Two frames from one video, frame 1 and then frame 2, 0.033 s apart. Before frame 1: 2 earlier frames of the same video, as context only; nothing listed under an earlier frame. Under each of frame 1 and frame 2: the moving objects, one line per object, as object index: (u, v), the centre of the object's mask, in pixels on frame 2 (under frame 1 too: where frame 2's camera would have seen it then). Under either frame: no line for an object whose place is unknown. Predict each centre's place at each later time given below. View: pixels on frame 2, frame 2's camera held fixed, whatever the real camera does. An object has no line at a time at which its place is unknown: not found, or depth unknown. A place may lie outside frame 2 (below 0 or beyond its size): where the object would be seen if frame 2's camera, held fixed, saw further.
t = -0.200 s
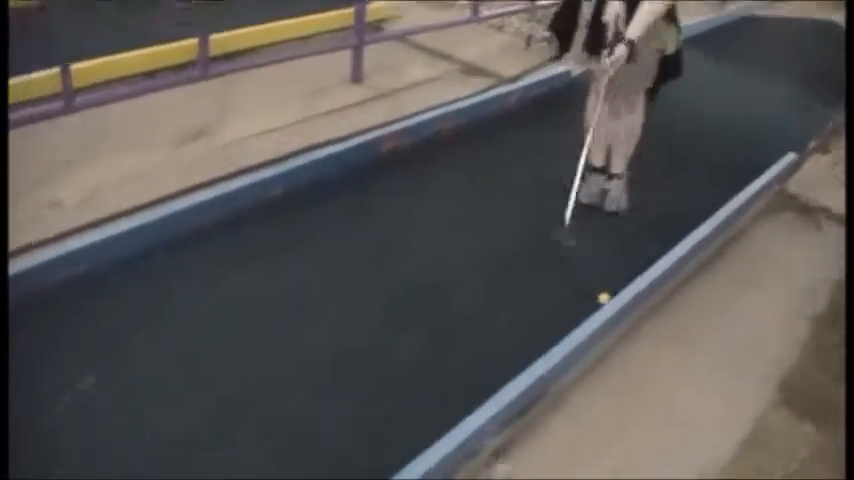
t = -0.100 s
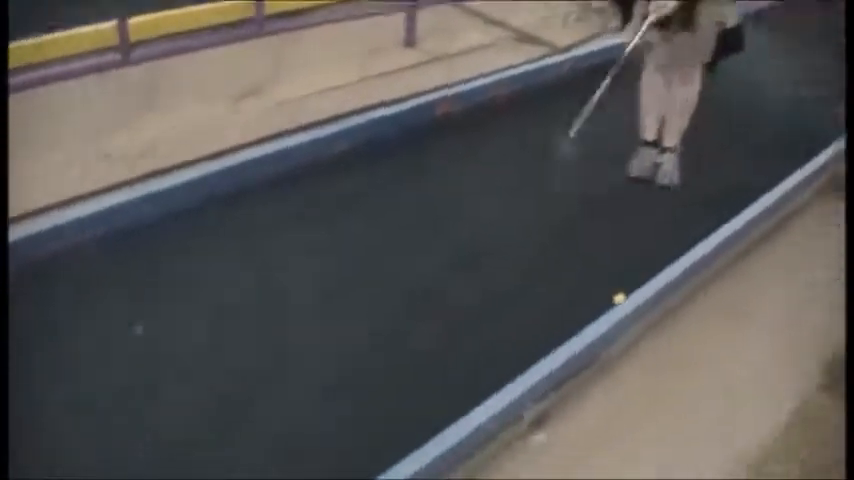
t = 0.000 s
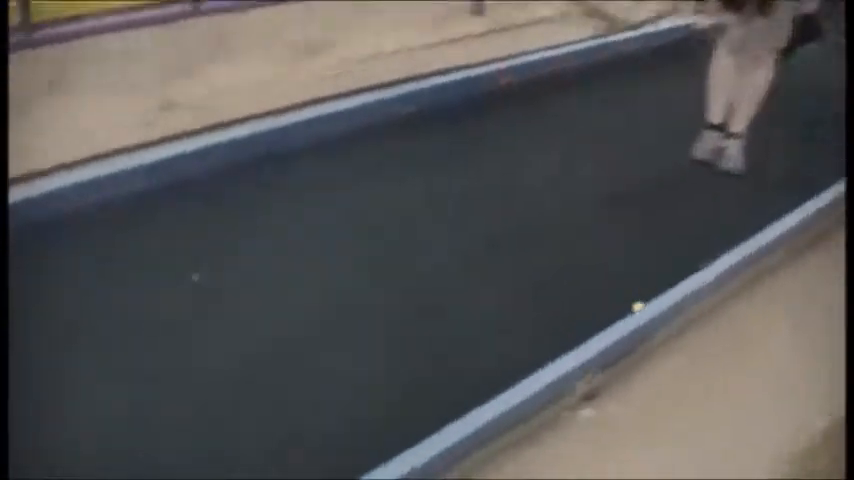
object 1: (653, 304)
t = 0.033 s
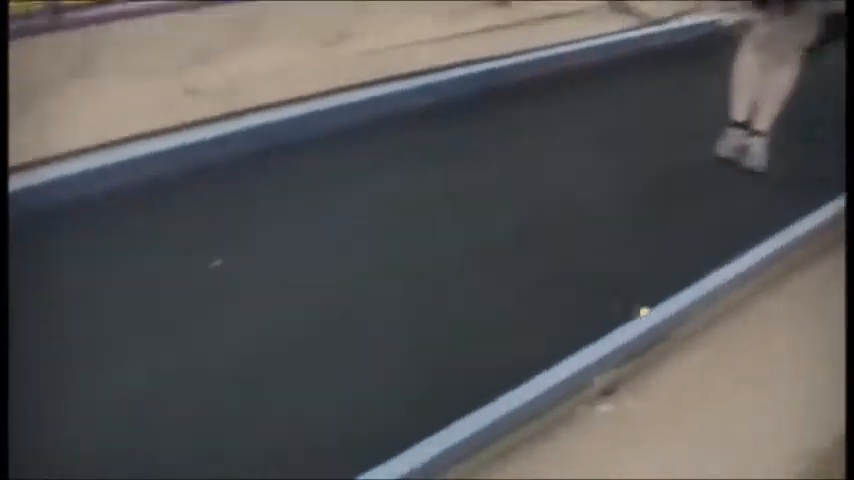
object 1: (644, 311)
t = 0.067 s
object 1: (640, 311)
